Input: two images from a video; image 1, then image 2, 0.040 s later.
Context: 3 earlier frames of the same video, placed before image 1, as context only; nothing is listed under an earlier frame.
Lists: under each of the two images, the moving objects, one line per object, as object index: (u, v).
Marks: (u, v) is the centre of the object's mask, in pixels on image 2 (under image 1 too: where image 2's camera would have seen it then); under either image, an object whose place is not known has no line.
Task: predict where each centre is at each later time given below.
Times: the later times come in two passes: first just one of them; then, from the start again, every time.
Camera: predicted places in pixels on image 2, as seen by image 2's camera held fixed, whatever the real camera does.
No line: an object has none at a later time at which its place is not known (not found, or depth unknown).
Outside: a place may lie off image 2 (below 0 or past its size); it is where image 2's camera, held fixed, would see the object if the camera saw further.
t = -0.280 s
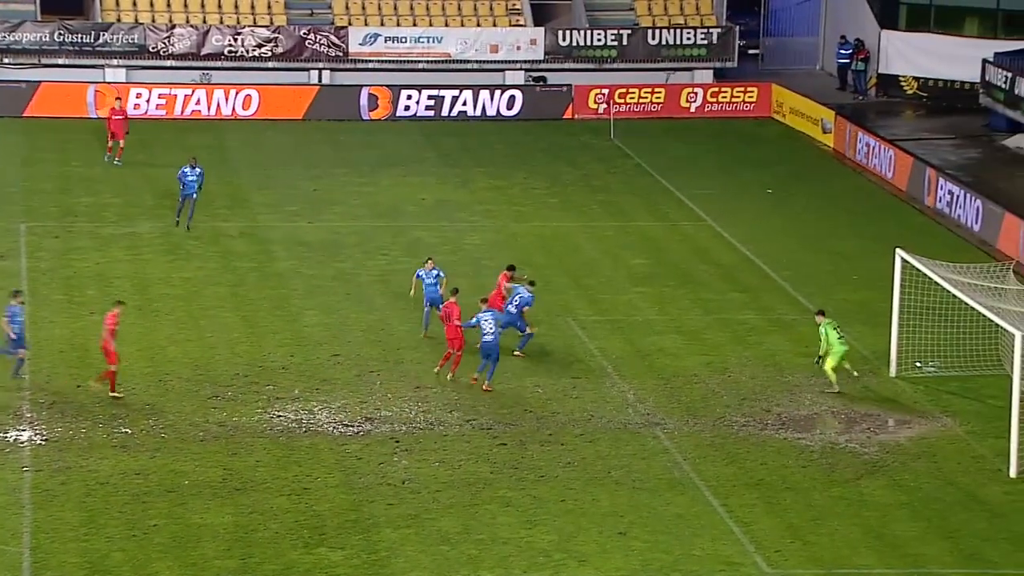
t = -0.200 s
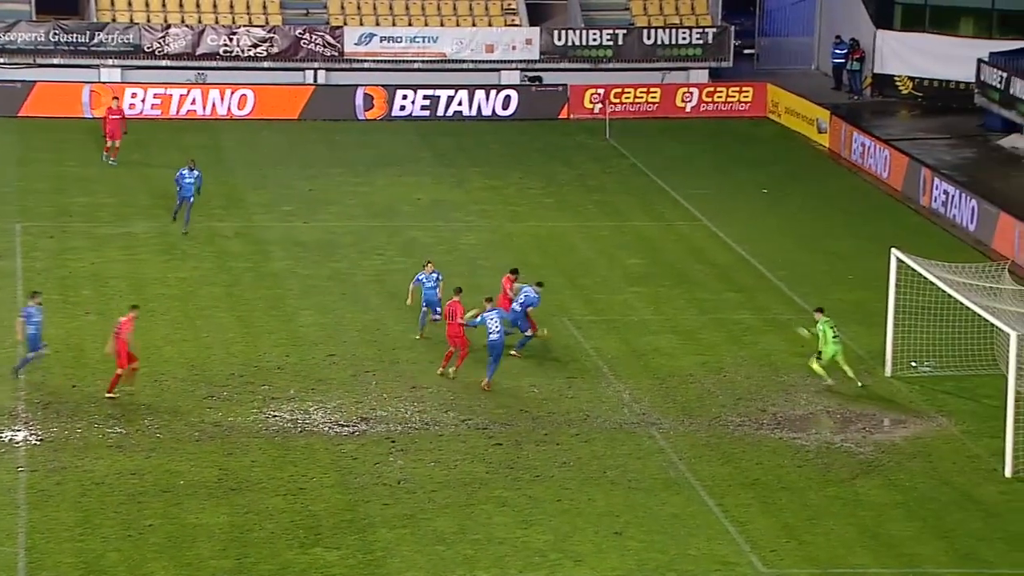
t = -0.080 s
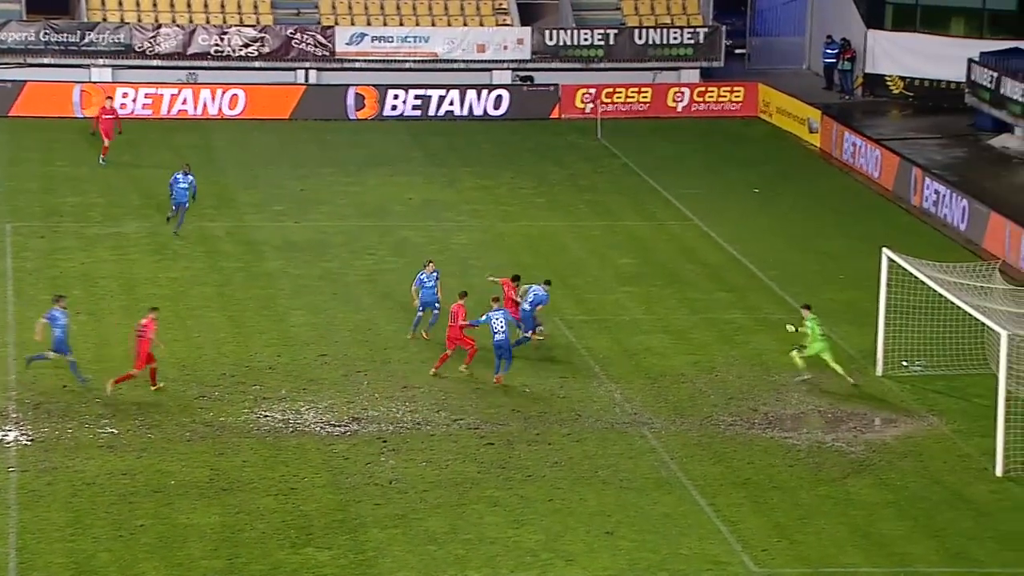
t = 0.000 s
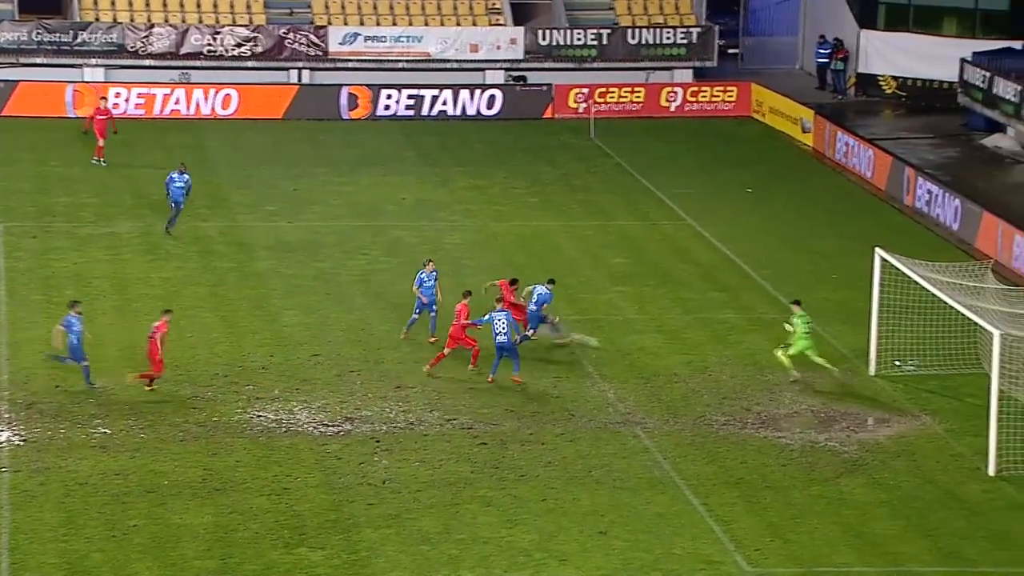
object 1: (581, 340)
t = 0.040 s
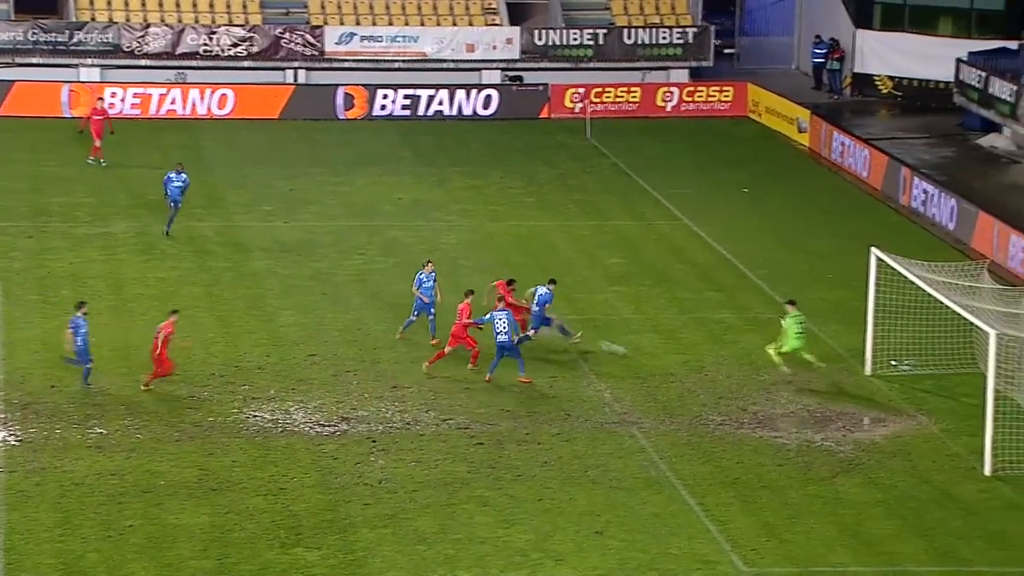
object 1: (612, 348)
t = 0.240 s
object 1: (764, 388)
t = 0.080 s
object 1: (644, 356)
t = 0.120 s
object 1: (674, 364)
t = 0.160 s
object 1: (704, 371)
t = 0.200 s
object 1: (734, 380)
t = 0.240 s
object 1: (764, 388)
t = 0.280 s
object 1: (793, 396)
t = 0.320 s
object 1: (820, 404)
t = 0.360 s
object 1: (850, 414)
